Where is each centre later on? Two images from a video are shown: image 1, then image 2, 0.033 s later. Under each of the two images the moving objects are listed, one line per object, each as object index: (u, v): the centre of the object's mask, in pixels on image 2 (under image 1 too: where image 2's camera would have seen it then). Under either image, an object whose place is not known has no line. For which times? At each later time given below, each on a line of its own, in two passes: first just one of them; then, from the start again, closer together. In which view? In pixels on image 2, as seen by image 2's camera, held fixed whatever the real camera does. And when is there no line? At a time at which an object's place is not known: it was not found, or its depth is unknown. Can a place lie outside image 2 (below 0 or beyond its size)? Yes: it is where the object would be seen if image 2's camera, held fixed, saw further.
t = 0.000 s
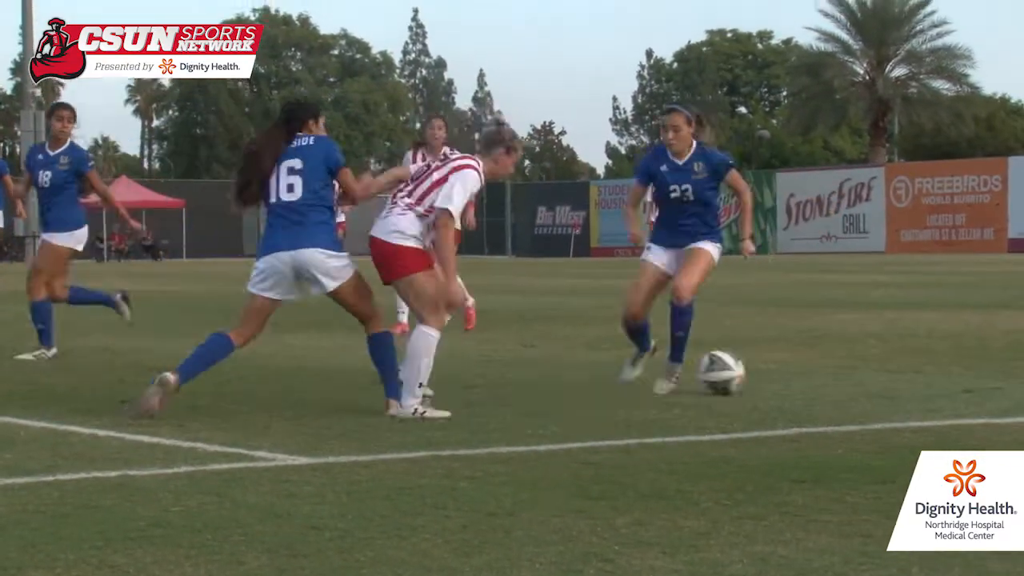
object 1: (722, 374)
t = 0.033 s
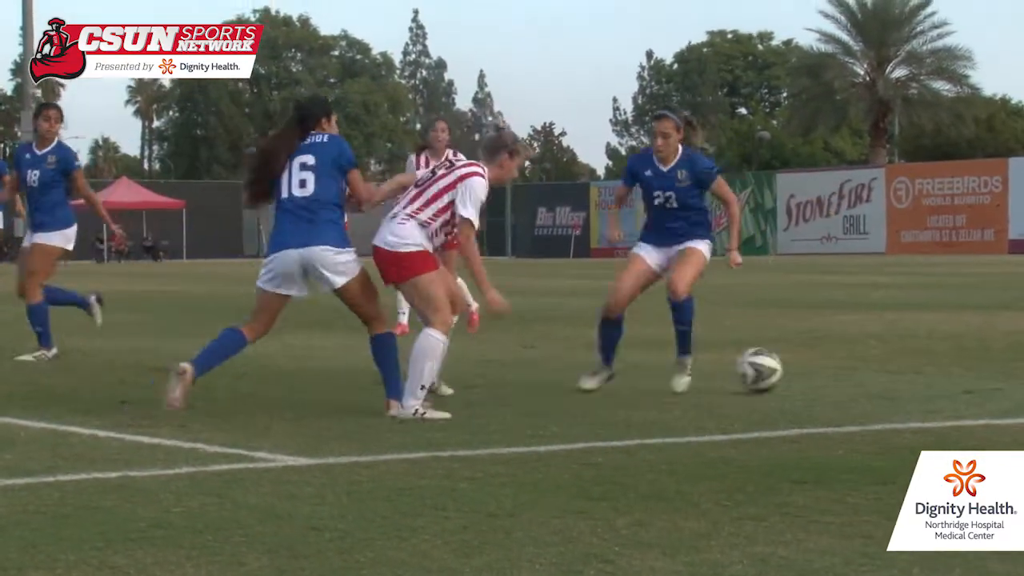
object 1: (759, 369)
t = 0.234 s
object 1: (957, 364)
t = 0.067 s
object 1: (795, 368)
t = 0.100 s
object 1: (831, 368)
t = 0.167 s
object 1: (897, 368)
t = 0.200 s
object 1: (927, 365)
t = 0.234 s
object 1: (957, 364)
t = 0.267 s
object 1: (985, 365)
